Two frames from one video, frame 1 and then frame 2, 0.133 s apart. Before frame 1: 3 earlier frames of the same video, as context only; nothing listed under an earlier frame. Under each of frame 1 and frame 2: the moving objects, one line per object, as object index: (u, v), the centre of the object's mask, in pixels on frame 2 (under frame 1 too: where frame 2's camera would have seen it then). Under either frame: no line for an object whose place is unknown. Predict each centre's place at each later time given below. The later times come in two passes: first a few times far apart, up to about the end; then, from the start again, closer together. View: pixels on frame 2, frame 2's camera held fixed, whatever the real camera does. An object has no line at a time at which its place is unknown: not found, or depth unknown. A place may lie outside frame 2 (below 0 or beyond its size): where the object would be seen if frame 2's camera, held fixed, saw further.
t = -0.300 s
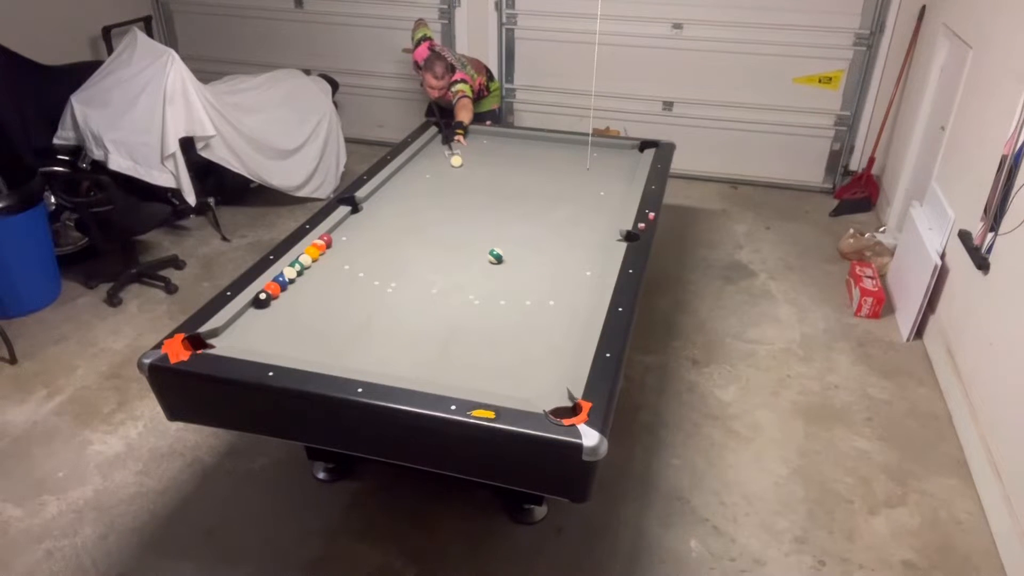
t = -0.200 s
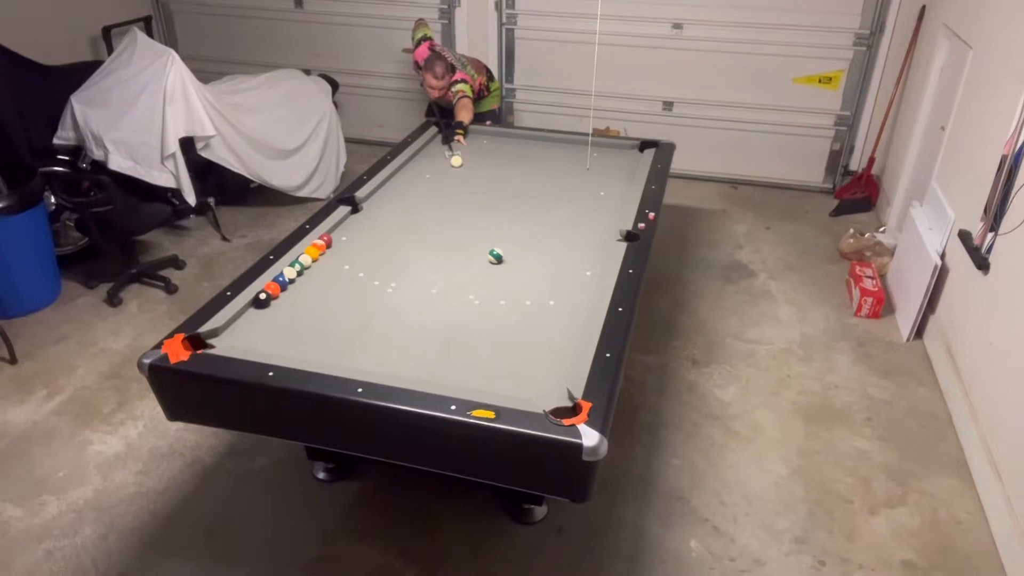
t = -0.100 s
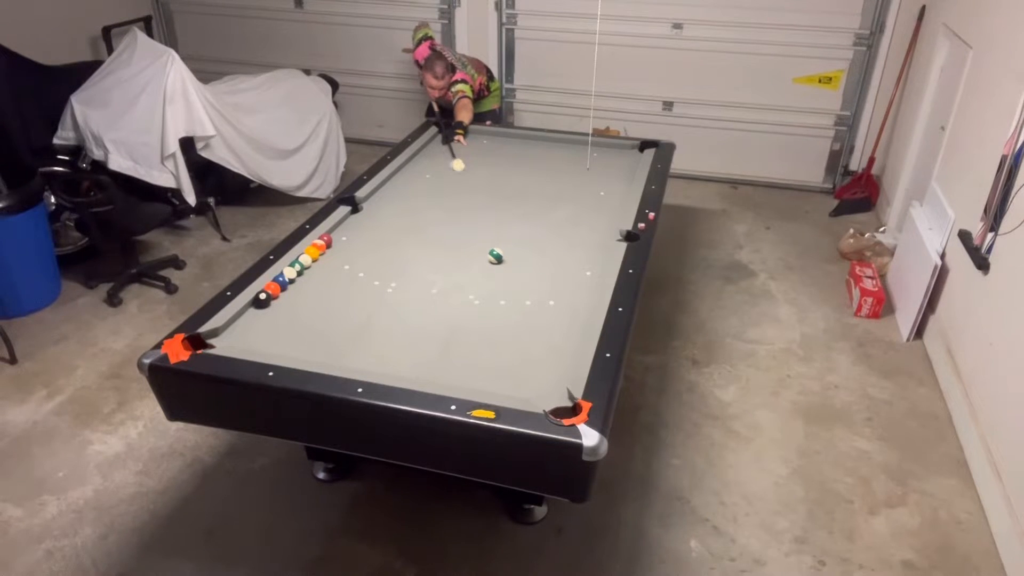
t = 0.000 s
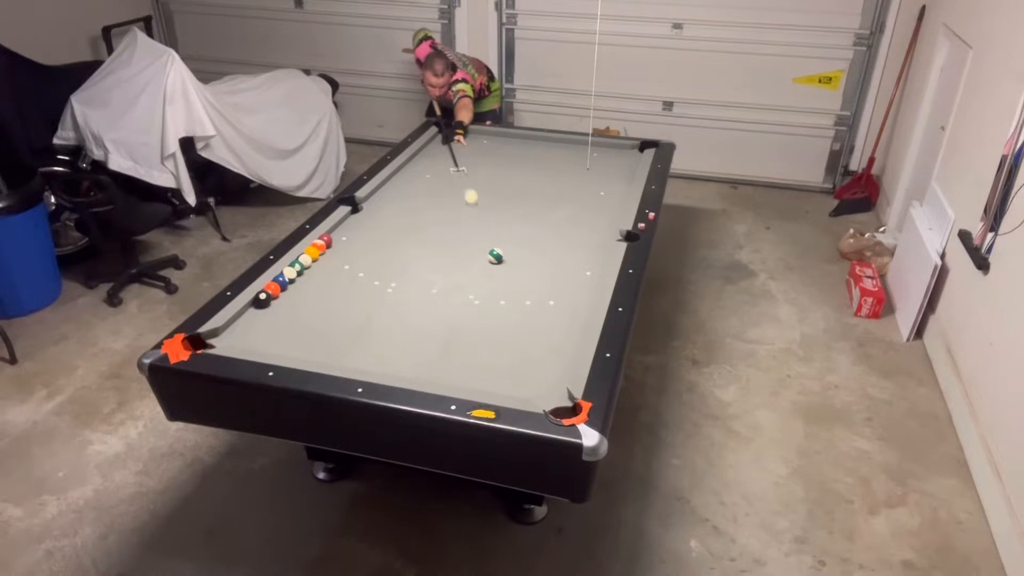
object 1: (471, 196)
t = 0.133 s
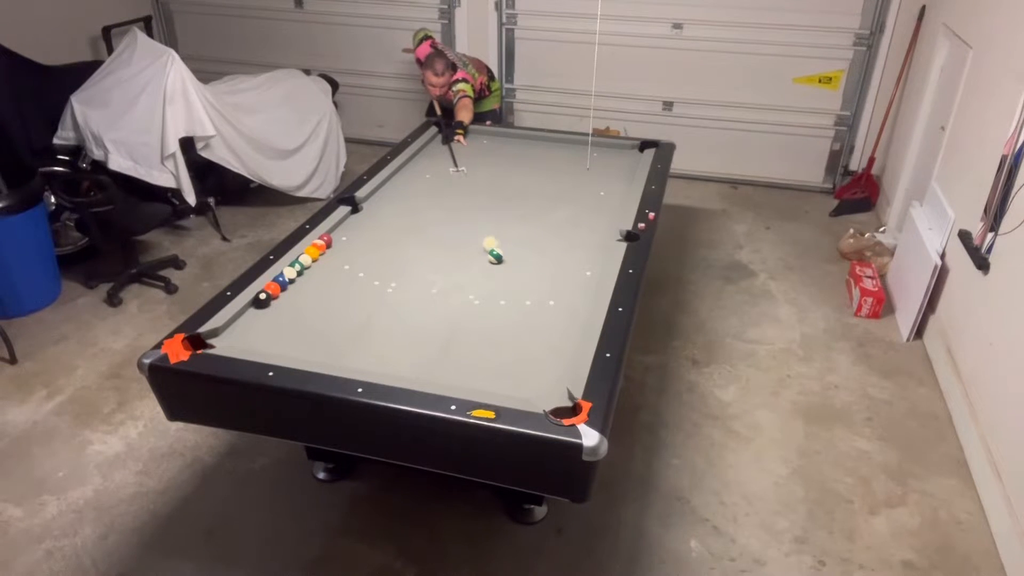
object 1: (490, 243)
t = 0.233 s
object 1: (493, 249)
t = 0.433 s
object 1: (495, 249)
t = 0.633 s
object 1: (495, 249)
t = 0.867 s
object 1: (495, 249)
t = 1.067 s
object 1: (496, 249)
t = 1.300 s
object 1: (496, 249)
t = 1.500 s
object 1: (496, 249)
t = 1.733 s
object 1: (496, 249)
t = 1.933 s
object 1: (496, 249)
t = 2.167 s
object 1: (496, 249)
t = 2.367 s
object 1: (495, 249)
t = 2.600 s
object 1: (495, 249)
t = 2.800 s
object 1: (495, 249)
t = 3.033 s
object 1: (495, 249)
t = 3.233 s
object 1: (495, 249)
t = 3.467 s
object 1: (495, 249)
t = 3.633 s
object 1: (495, 249)
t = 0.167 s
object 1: (493, 249)
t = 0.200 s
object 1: (493, 249)
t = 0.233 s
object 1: (493, 249)
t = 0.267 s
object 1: (494, 249)
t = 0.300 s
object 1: (494, 249)
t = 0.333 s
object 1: (494, 249)
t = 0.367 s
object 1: (494, 249)
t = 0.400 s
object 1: (494, 249)
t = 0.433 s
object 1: (495, 249)
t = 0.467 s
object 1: (495, 249)
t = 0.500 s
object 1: (495, 249)
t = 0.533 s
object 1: (495, 249)
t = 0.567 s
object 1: (495, 249)
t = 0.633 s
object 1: (495, 249)
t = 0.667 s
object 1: (495, 249)
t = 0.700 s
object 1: (495, 249)
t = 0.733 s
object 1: (495, 249)
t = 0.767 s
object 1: (495, 249)
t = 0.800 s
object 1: (495, 249)
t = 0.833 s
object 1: (495, 249)
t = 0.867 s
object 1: (495, 249)
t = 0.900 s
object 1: (496, 249)
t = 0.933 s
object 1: (496, 249)
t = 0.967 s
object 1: (496, 249)
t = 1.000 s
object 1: (496, 249)
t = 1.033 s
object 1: (496, 249)
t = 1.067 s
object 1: (496, 249)
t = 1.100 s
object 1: (496, 249)
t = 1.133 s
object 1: (496, 249)
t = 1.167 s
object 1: (496, 249)
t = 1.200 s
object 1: (496, 249)
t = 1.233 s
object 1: (496, 249)
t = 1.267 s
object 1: (496, 249)
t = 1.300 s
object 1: (496, 249)
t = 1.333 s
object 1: (496, 249)
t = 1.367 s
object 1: (496, 249)
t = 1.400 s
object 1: (496, 249)
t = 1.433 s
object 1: (496, 249)
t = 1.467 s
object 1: (496, 249)
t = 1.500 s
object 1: (496, 249)
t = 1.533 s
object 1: (496, 249)
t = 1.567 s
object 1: (496, 249)
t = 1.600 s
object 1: (496, 249)
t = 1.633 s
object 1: (496, 249)
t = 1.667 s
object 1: (496, 249)
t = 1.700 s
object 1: (496, 249)
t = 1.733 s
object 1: (496, 249)
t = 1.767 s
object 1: (496, 249)
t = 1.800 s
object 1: (496, 249)
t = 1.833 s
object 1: (496, 249)
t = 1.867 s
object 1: (496, 249)
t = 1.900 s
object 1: (496, 249)
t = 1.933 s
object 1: (496, 249)
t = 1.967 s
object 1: (496, 249)
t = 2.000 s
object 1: (496, 249)
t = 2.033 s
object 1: (496, 249)
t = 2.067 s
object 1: (496, 249)
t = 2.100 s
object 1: (496, 249)
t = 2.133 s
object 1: (496, 249)
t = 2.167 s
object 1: (496, 249)
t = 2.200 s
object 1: (496, 249)
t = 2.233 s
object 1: (496, 249)
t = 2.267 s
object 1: (496, 249)
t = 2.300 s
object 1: (495, 249)
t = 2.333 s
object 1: (495, 249)
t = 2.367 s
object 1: (495, 249)
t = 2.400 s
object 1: (495, 249)
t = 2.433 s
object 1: (495, 249)
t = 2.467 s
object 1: (495, 249)
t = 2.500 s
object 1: (495, 249)
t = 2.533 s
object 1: (495, 249)
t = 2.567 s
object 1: (495, 249)
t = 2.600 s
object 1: (495, 249)
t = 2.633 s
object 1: (495, 249)
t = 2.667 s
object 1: (495, 249)
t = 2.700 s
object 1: (495, 249)
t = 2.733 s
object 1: (495, 249)
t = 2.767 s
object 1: (495, 249)
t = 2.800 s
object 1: (495, 249)
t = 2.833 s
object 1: (495, 249)
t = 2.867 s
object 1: (495, 249)
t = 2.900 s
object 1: (495, 249)
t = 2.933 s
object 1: (495, 249)
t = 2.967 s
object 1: (495, 249)
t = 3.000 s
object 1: (495, 249)
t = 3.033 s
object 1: (495, 249)
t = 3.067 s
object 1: (495, 249)
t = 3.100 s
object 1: (495, 249)
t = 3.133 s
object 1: (495, 249)
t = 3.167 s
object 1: (495, 249)
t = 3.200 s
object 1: (495, 249)
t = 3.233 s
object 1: (495, 249)
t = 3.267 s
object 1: (495, 249)
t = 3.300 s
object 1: (495, 249)
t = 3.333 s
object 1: (495, 249)
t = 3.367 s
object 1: (495, 249)
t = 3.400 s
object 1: (495, 249)
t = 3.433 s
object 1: (495, 249)
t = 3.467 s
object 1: (495, 249)
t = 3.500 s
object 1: (495, 249)
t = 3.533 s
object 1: (495, 249)
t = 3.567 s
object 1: (495, 249)
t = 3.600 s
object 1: (495, 249)
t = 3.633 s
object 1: (495, 249)
